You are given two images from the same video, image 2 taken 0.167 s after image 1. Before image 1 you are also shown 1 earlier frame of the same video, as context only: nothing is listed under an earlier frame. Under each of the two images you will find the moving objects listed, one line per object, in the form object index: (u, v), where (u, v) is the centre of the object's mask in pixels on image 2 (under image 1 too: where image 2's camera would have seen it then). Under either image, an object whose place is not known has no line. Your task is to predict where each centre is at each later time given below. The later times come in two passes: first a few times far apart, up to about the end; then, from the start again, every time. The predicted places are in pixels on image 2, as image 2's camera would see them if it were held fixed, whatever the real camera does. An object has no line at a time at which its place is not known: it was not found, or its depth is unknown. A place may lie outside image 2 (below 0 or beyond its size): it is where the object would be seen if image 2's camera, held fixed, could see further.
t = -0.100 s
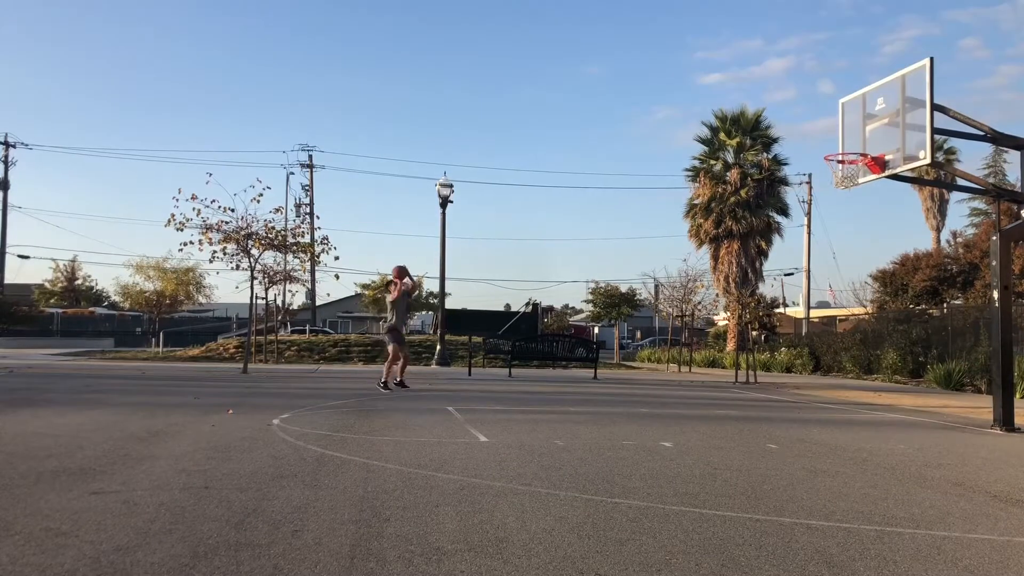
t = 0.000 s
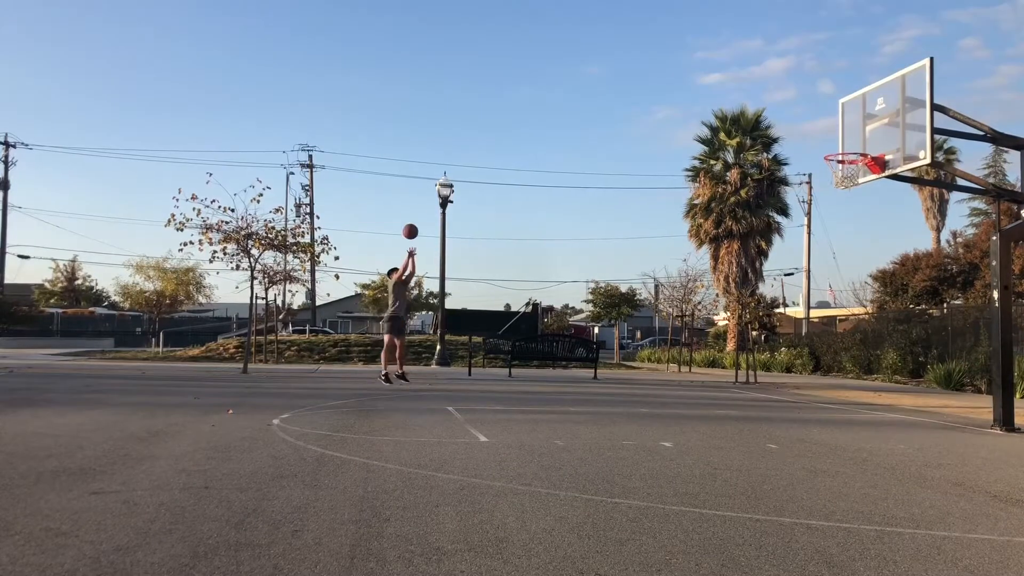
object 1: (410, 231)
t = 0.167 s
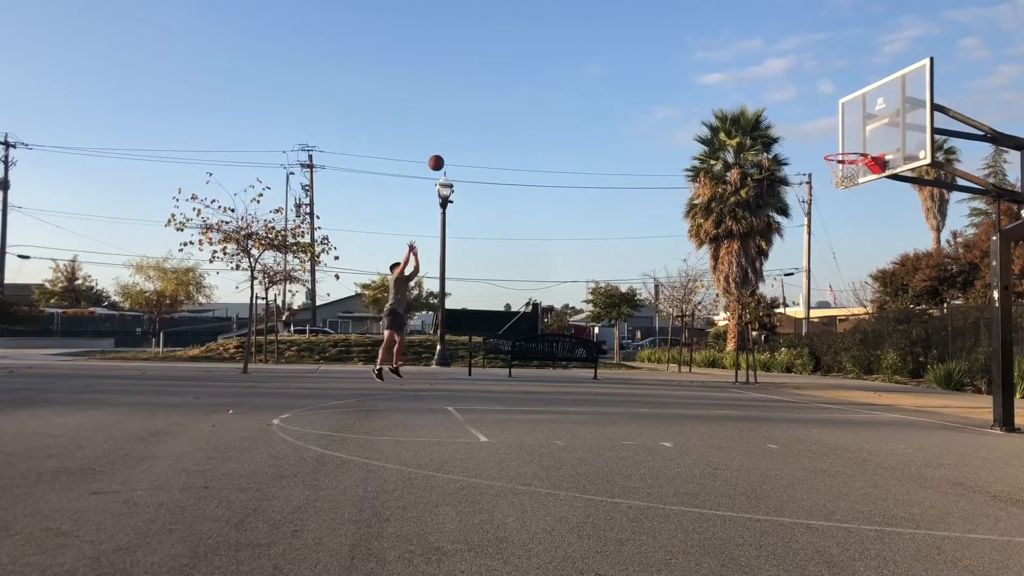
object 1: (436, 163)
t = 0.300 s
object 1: (457, 119)
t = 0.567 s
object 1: (499, 63)
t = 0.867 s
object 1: (548, 56)
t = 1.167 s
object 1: (601, 115)
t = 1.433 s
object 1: (652, 228)
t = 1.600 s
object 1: (686, 333)
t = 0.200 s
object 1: (441, 151)
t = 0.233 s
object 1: (446, 139)
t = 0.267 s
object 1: (451, 129)
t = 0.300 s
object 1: (457, 119)
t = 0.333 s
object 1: (462, 110)
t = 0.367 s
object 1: (467, 101)
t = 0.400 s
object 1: (472, 93)
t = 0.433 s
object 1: (477, 86)
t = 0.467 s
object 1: (483, 79)
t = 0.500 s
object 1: (488, 73)
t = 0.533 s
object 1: (493, 68)
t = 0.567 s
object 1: (499, 63)
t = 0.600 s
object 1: (504, 59)
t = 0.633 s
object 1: (509, 56)
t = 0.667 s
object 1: (515, 54)
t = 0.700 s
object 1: (520, 52)
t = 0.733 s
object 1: (525, 51)
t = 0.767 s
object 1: (531, 51)
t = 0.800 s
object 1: (537, 52)
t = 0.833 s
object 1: (542, 54)
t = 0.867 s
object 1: (548, 56)
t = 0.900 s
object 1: (554, 59)
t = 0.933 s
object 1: (559, 63)
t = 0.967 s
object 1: (565, 68)
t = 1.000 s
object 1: (571, 73)
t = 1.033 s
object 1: (577, 80)
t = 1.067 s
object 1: (583, 87)
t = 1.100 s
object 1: (589, 95)
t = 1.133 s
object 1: (595, 104)
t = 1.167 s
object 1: (601, 115)
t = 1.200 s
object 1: (607, 126)
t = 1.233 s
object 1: (613, 137)
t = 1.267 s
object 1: (619, 150)
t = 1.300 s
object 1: (626, 164)
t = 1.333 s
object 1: (632, 179)
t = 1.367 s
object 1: (639, 194)
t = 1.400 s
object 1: (645, 211)
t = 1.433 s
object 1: (652, 228)
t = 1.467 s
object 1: (659, 247)
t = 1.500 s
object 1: (665, 267)
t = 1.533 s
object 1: (673, 288)
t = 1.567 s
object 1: (680, 309)
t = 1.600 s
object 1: (686, 333)
